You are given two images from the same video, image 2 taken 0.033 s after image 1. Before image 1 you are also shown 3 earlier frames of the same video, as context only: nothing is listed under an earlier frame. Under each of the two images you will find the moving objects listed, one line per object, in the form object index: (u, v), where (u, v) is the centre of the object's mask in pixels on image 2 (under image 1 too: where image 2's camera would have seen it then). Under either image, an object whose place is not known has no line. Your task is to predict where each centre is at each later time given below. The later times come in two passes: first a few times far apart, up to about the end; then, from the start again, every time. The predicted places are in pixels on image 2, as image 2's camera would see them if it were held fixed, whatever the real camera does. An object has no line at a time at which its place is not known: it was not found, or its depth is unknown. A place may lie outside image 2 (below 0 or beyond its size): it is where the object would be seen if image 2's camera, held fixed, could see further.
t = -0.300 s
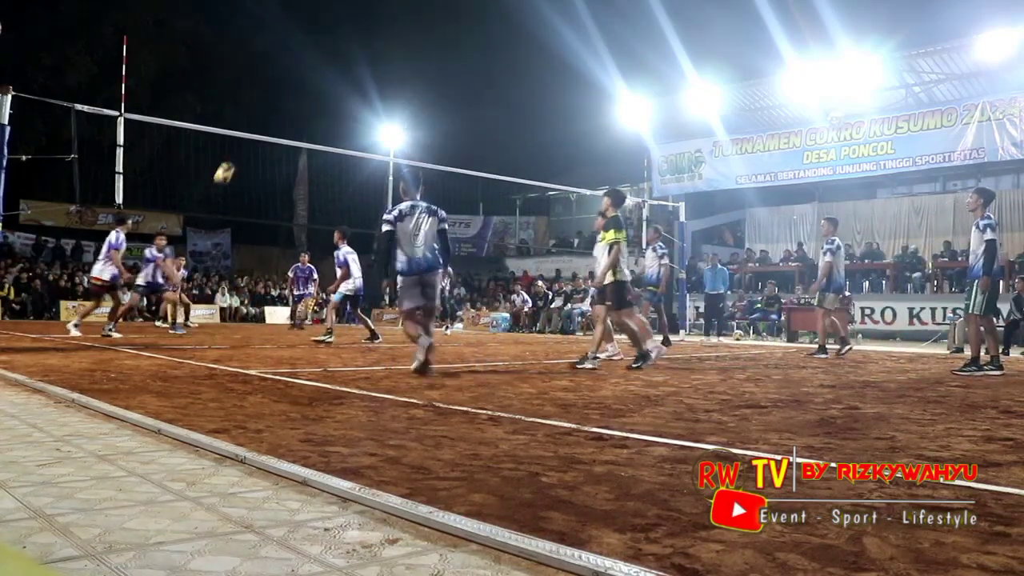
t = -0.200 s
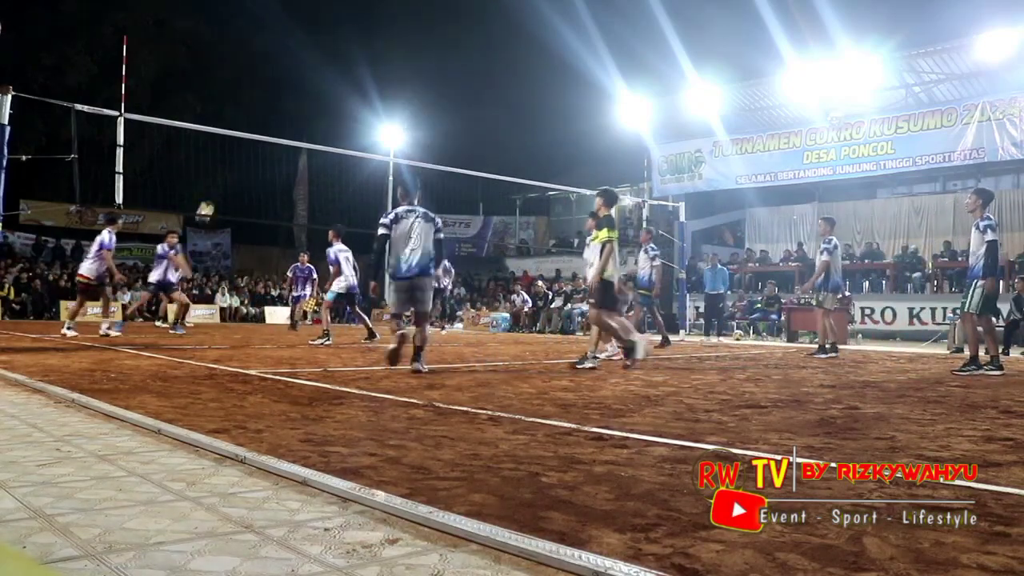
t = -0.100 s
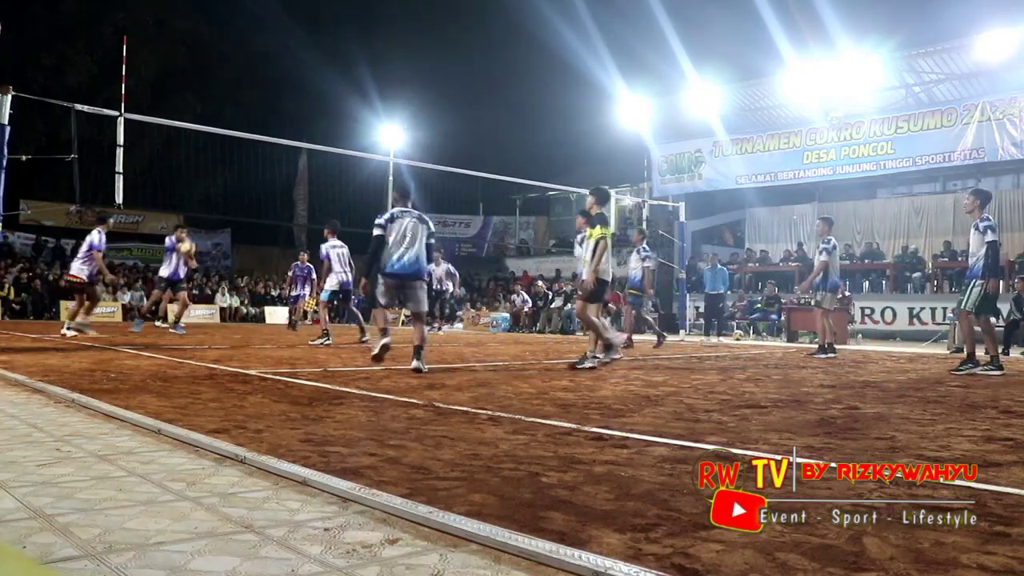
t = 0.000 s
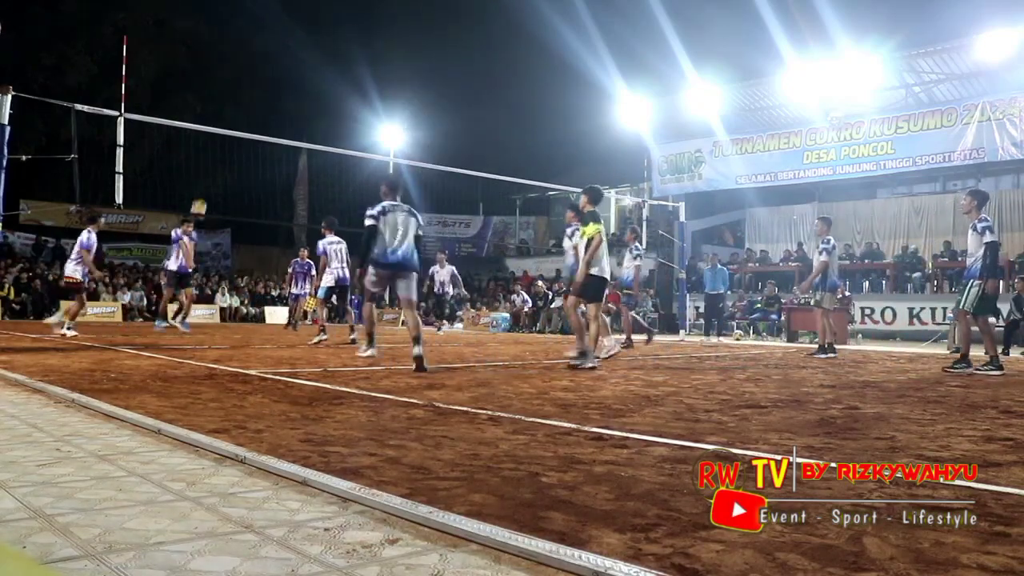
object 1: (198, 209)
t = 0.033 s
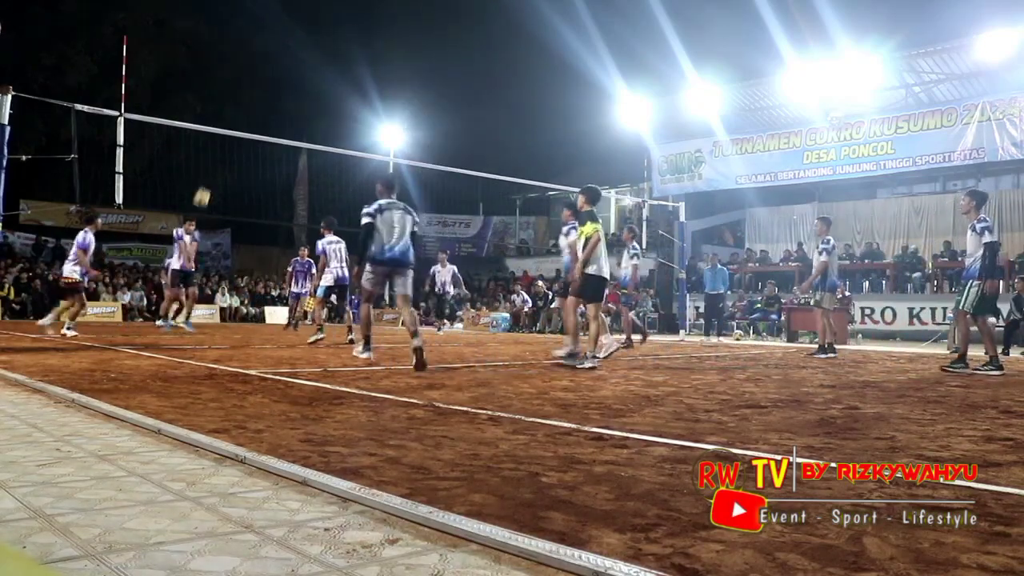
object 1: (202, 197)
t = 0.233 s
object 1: (222, 140)
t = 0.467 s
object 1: (246, 98)
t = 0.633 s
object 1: (262, 92)
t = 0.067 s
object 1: (205, 185)
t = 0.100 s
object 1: (209, 174)
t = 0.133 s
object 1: (212, 164)
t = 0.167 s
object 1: (215, 154)
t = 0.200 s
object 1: (219, 145)
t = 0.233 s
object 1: (222, 140)
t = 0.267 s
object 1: (226, 129)
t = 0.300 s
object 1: (229, 122)
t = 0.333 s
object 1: (232, 116)
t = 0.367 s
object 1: (236, 111)
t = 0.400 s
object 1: (239, 106)
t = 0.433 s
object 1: (242, 102)
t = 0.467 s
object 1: (246, 98)
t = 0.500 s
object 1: (249, 96)
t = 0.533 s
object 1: (252, 94)
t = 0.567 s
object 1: (255, 92)
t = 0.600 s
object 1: (259, 92)
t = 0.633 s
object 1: (262, 92)
